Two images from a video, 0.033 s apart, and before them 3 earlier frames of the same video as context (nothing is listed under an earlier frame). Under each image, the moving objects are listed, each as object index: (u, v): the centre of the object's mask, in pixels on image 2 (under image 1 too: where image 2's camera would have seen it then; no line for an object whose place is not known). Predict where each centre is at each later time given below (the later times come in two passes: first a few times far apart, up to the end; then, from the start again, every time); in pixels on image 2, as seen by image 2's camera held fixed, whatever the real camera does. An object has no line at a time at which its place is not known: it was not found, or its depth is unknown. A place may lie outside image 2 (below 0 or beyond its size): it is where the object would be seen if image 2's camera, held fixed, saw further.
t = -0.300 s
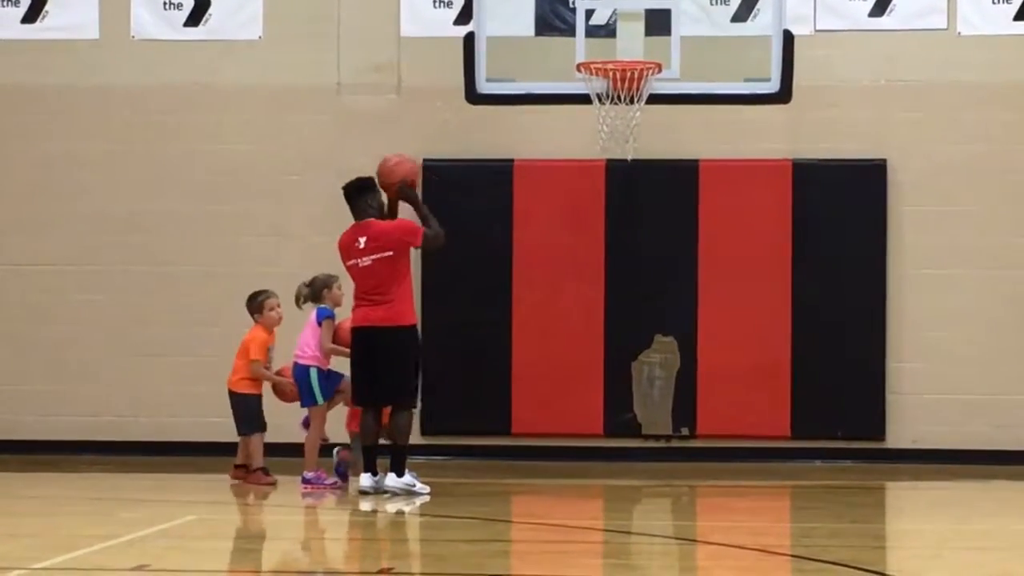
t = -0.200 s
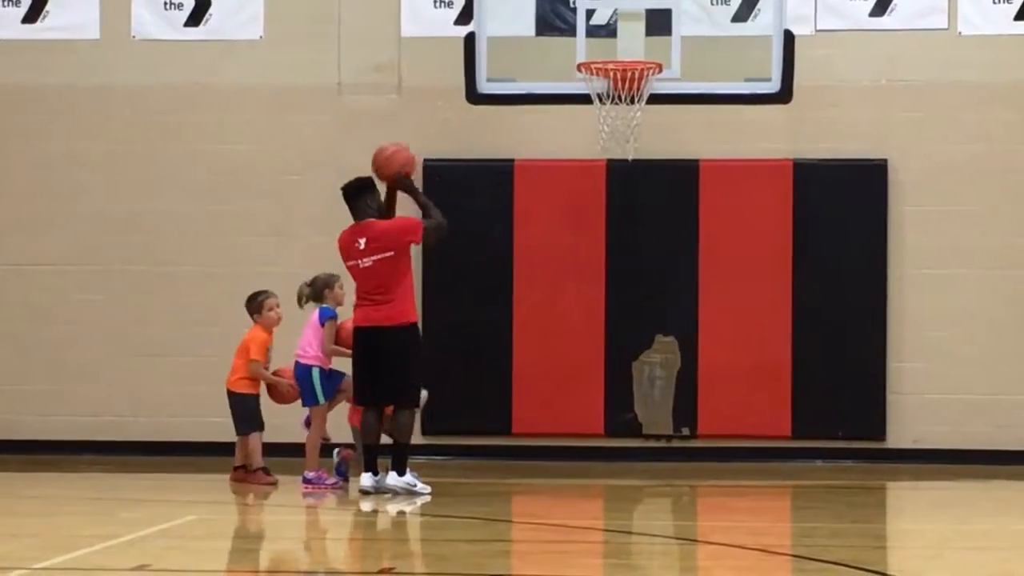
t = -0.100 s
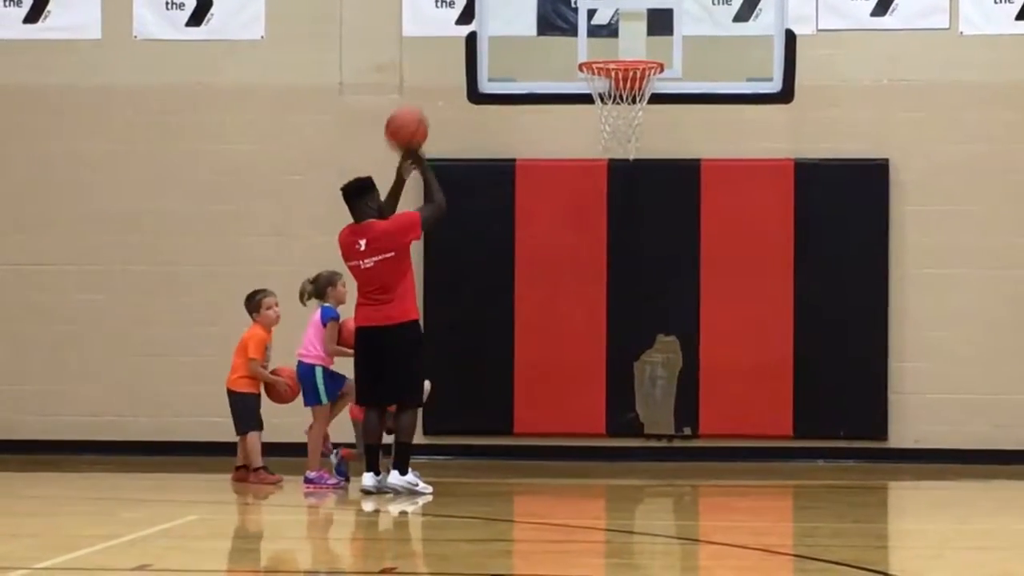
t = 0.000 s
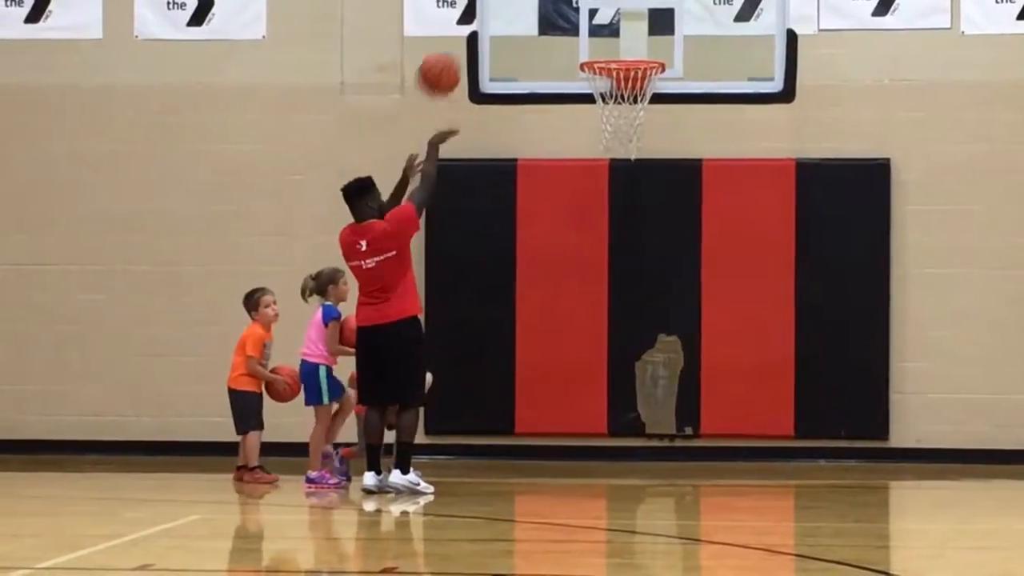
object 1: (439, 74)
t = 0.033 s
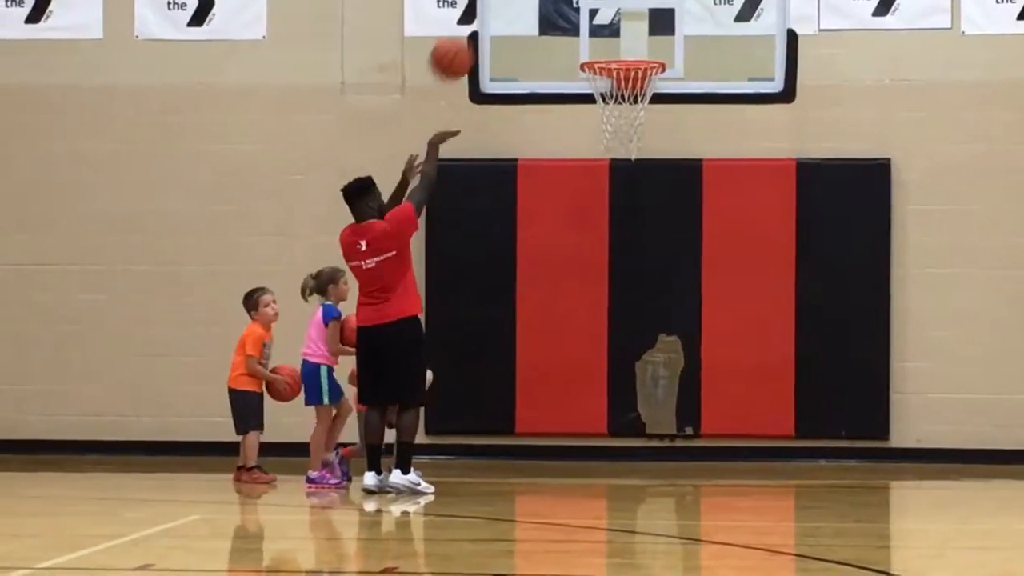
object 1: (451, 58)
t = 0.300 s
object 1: (542, 10)
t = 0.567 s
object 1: (628, 76)
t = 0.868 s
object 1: (643, 129)
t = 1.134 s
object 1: (616, 249)
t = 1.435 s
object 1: (586, 433)
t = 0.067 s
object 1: (462, 45)
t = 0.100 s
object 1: (474, 32)
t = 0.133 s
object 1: (485, 23)
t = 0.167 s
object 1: (496, 17)
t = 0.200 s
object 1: (508, 13)
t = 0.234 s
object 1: (519, 12)
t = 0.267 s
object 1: (530, 10)
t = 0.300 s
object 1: (542, 10)
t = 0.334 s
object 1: (552, 11)
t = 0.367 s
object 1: (562, 13)
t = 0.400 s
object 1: (574, 16)
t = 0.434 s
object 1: (583, 23)
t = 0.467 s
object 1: (595, 33)
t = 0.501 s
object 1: (606, 43)
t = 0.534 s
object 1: (616, 50)
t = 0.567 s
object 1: (628, 76)
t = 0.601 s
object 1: (636, 87)
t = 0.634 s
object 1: (644, 98)
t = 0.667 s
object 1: (648, 102)
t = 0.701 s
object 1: (649, 104)
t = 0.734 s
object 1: (650, 107)
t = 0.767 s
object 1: (649, 110)
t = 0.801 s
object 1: (648, 115)
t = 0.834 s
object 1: (644, 123)
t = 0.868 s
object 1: (643, 129)
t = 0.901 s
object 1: (639, 138)
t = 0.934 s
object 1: (636, 149)
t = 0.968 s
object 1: (631, 163)
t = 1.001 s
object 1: (628, 175)
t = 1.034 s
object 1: (626, 190)
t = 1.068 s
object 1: (624, 207)
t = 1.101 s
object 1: (619, 226)
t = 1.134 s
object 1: (616, 249)
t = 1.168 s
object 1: (614, 271)
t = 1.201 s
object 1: (610, 298)
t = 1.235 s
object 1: (608, 323)
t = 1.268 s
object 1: (605, 352)
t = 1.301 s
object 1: (602, 384)
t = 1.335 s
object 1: (597, 417)
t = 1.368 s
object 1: (591, 455)
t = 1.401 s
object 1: (588, 456)
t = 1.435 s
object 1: (586, 433)
